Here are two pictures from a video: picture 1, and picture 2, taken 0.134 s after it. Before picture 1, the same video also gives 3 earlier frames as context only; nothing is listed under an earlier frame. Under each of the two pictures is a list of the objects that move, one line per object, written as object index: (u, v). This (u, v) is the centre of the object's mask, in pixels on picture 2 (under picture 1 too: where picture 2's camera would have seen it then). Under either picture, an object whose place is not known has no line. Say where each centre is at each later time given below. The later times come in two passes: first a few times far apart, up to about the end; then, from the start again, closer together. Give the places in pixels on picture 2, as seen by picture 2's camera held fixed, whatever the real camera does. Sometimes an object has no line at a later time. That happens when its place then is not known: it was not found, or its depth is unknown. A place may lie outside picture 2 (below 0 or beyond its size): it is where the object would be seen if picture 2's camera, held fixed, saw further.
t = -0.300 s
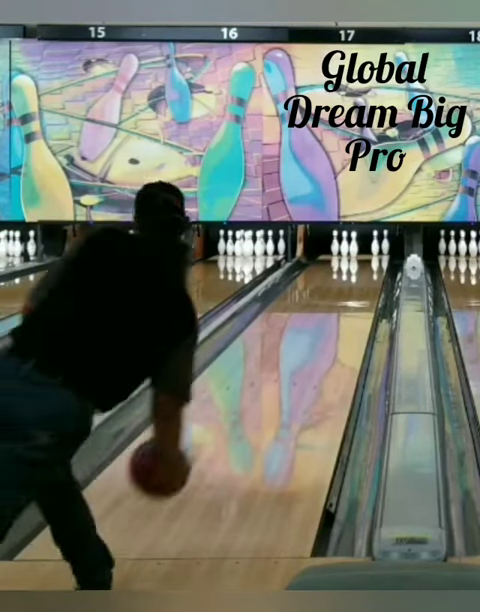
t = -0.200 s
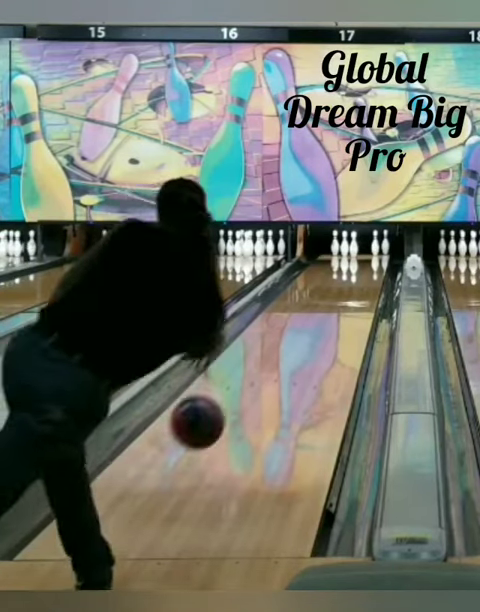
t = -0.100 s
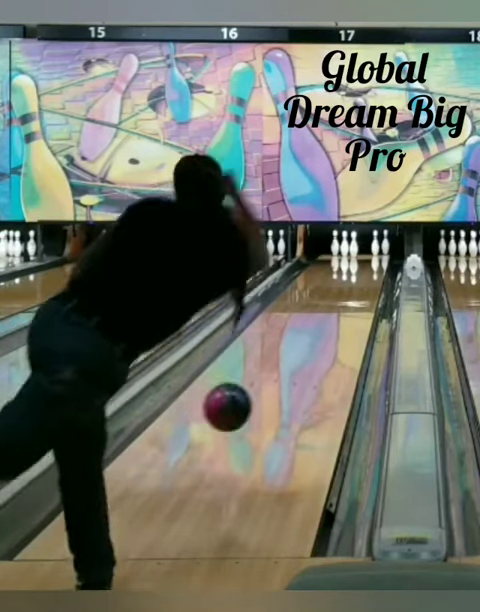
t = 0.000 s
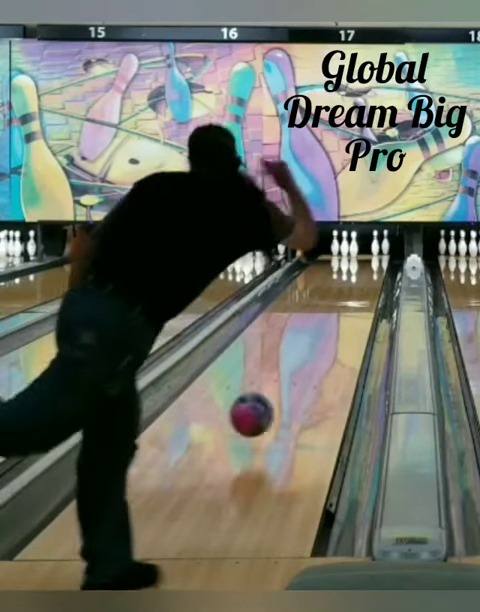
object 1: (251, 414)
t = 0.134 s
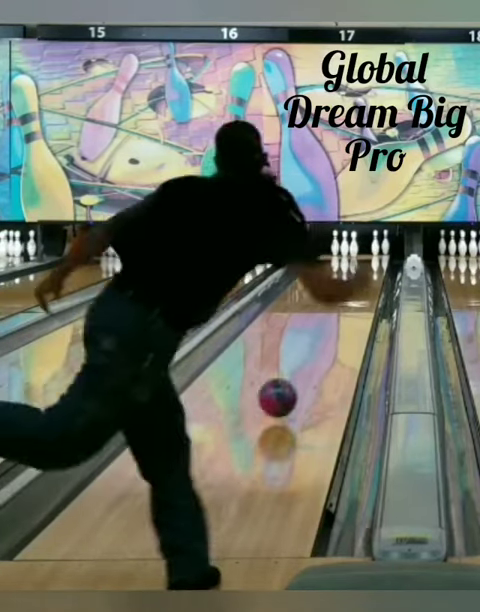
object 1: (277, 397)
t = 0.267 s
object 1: (288, 379)
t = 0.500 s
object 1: (325, 345)
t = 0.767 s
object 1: (350, 319)
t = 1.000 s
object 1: (358, 301)
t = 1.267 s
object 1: (364, 288)
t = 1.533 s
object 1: (366, 275)
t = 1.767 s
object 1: (363, 267)
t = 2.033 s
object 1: (356, 258)
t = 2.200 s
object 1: (353, 255)
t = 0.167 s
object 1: (283, 394)
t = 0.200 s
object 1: (288, 388)
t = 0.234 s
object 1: (293, 382)
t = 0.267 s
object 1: (288, 379)
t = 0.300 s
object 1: (305, 373)
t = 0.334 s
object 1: (306, 367)
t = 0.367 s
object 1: (311, 362)
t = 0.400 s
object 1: (314, 357)
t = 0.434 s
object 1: (318, 353)
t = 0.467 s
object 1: (321, 348)
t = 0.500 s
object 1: (325, 345)
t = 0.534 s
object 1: (328, 341)
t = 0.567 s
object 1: (331, 338)
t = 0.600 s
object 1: (333, 334)
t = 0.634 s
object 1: (336, 331)
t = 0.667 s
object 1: (339, 327)
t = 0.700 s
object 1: (341, 324)
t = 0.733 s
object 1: (343, 321)
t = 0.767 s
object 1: (350, 319)
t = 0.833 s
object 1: (350, 314)
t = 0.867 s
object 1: (351, 310)
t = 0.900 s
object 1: (352, 309)
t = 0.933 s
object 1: (354, 307)
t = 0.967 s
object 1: (356, 304)
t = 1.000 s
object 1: (358, 301)
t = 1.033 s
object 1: (359, 299)
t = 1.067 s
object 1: (359, 299)
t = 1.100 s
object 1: (361, 296)
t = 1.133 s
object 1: (362, 294)
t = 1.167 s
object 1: (363, 291)
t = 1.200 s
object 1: (363, 291)
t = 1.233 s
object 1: (364, 291)
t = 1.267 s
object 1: (364, 288)
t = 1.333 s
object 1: (366, 280)
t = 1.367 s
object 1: (366, 282)
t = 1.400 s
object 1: (366, 280)
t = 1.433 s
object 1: (366, 278)
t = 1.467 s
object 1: (366, 277)
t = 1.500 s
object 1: (366, 276)
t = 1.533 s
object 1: (366, 275)
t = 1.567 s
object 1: (366, 273)
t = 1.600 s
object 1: (366, 273)
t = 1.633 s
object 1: (365, 271)
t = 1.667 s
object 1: (365, 270)
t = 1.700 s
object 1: (365, 270)
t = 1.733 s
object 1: (364, 269)
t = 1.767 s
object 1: (363, 267)
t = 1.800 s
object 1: (363, 267)
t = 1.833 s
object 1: (362, 265)
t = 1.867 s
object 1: (361, 264)
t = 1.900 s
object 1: (360, 263)
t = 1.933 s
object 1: (359, 261)
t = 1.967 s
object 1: (359, 261)
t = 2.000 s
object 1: (358, 260)
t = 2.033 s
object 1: (356, 258)
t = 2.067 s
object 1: (356, 258)
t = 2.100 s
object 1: (356, 258)
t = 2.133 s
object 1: (355, 257)
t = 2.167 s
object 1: (354, 256)
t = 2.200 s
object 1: (353, 255)
